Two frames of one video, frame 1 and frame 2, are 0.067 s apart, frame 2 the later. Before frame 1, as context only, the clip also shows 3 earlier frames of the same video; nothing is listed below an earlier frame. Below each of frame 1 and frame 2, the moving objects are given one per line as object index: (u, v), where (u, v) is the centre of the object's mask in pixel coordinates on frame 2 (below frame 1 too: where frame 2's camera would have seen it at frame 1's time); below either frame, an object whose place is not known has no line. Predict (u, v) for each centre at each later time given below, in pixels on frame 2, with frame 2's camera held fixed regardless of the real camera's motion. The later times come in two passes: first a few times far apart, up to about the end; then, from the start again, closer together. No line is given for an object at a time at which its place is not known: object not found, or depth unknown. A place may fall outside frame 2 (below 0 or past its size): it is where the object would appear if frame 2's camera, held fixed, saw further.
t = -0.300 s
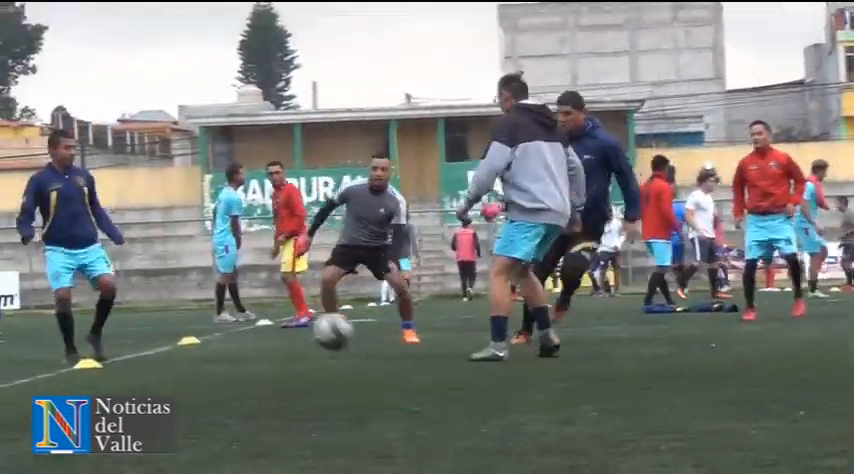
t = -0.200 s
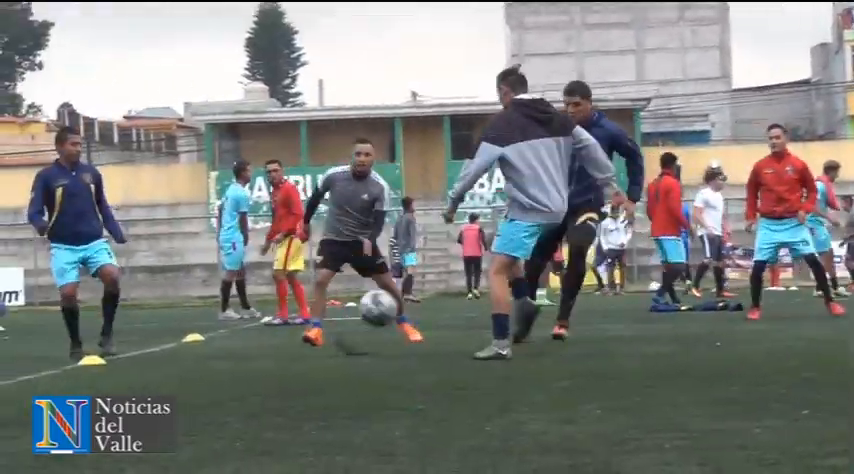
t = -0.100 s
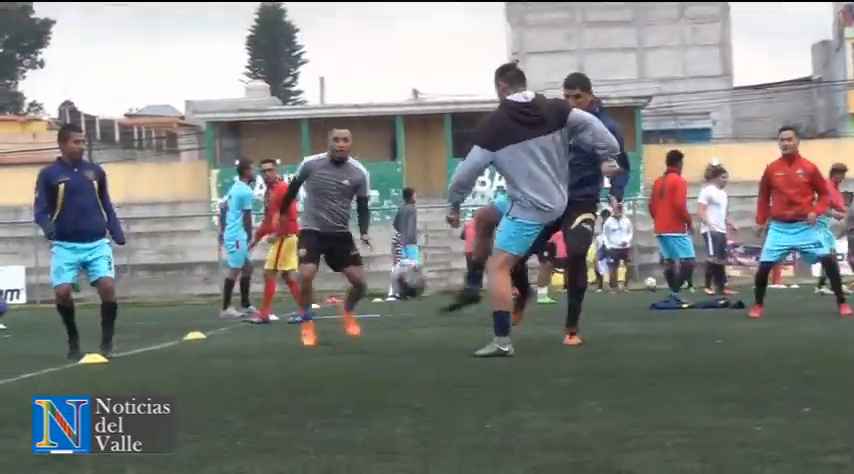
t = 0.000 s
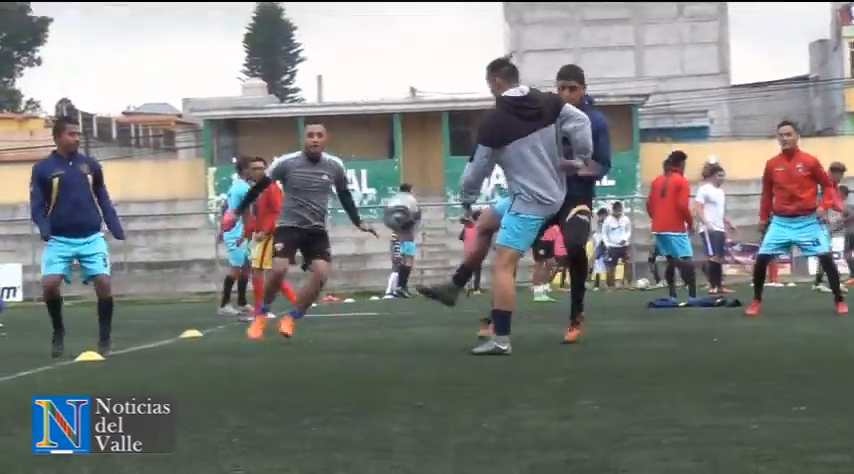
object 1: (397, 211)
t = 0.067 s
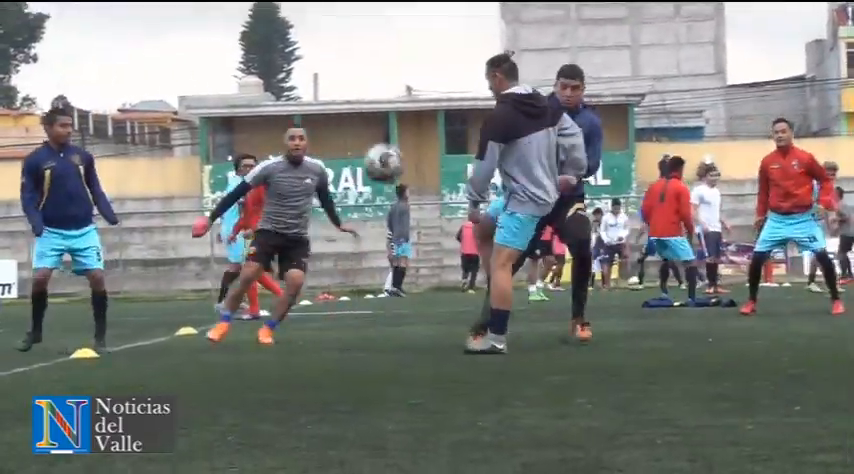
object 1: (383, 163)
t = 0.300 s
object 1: (341, 47)
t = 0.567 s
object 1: (293, 27)
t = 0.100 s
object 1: (377, 140)
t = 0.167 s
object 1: (366, 102)
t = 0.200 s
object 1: (359, 87)
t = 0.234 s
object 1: (352, 73)
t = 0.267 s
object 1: (347, 59)
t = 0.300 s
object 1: (341, 47)
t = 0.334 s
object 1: (333, 38)
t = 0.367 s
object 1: (328, 32)
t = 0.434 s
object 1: (316, 24)
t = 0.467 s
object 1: (310, 22)
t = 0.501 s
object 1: (306, 23)
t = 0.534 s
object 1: (299, 24)
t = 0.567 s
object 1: (293, 27)
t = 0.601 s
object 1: (288, 32)
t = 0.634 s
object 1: (282, 40)
